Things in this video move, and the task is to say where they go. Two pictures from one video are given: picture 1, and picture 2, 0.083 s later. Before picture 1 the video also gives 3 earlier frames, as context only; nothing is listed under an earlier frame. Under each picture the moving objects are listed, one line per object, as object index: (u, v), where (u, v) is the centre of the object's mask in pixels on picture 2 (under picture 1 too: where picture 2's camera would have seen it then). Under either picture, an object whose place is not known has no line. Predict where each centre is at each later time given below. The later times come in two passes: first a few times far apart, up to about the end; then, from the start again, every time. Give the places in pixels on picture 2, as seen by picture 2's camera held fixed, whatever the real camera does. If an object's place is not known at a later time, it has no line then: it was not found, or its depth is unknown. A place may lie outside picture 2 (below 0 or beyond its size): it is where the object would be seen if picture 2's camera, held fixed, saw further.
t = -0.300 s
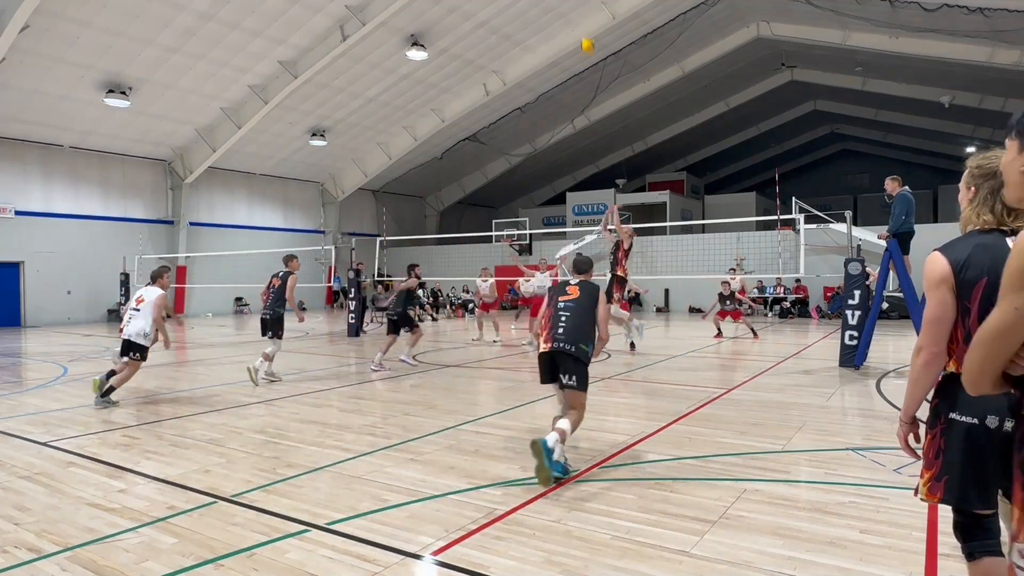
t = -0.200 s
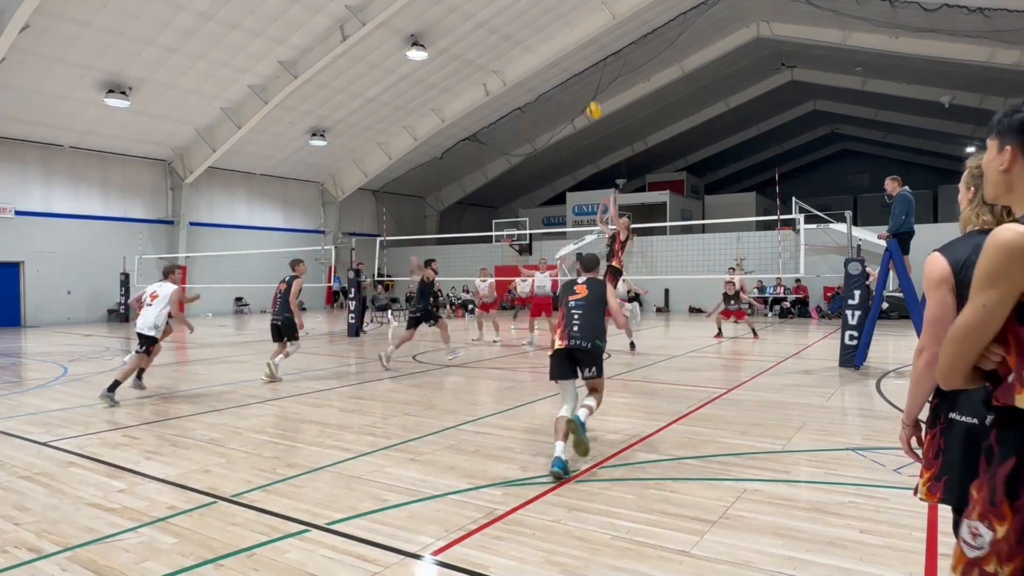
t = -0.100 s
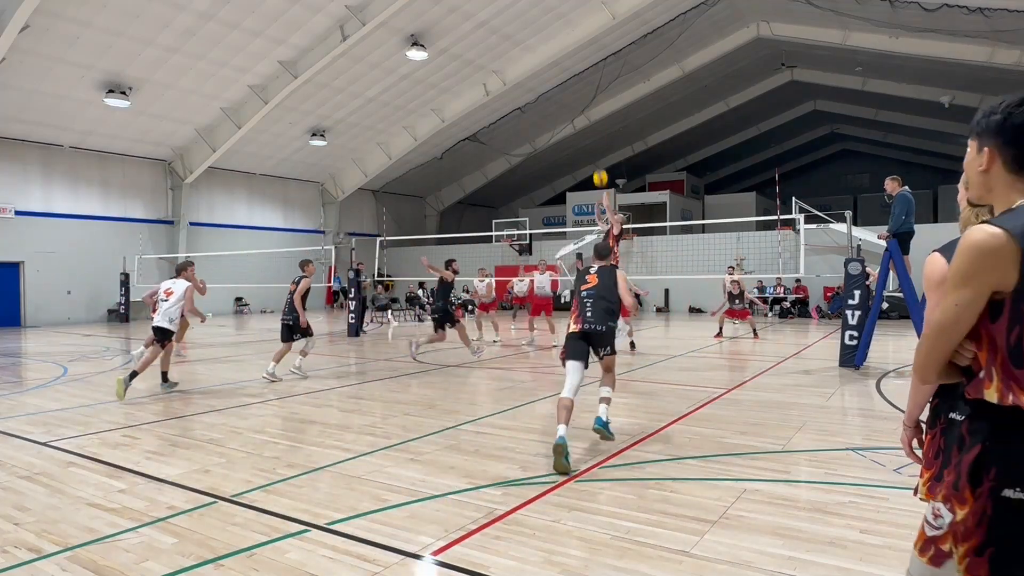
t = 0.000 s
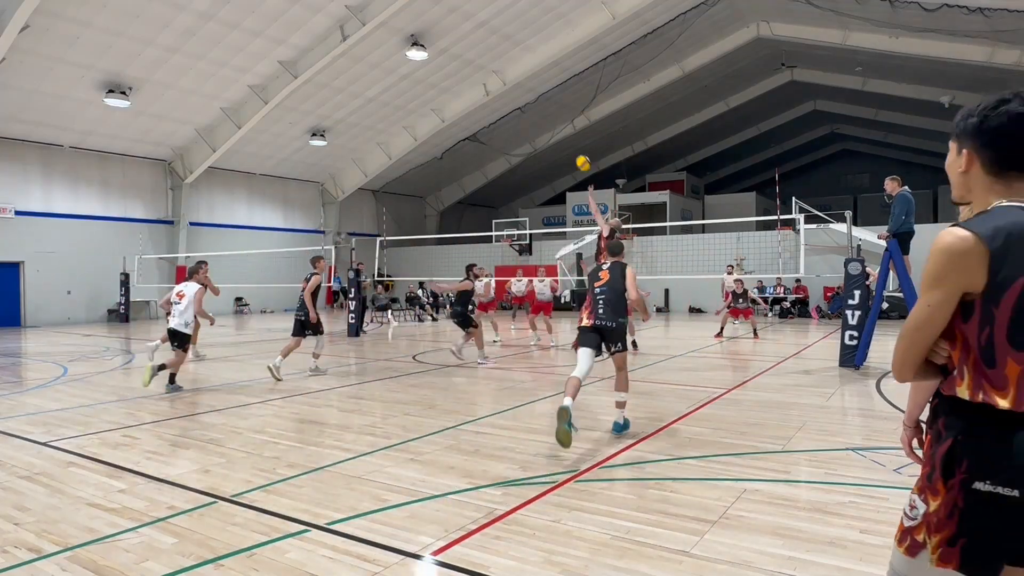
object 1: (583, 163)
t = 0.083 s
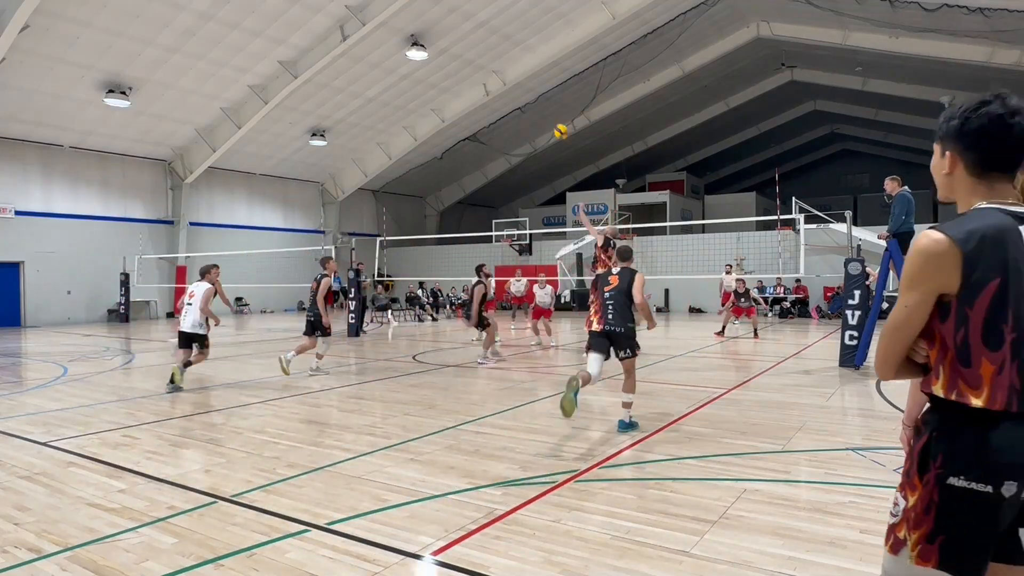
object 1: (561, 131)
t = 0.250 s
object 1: (520, 88)
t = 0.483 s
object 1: (468, 60)
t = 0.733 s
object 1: (420, 65)
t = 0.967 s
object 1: (381, 100)
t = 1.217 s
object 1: (345, 163)
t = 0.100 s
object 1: (556, 126)
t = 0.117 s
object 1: (552, 121)
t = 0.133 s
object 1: (548, 116)
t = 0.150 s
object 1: (544, 111)
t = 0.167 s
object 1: (540, 107)
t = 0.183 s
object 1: (536, 103)
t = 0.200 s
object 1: (532, 99)
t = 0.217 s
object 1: (528, 95)
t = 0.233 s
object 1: (523, 91)
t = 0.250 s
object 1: (520, 88)
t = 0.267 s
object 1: (516, 85)
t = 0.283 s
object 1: (511, 81)
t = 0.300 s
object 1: (507, 79)
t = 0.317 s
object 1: (504, 76)
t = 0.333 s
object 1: (500, 74)
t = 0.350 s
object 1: (497, 72)
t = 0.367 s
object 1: (493, 70)
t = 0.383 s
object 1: (490, 67)
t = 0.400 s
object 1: (486, 66)
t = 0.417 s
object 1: (482, 64)
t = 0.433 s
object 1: (479, 63)
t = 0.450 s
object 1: (475, 62)
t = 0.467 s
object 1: (472, 61)
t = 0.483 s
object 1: (468, 60)
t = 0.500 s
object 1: (465, 59)
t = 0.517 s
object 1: (462, 59)
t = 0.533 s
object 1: (458, 58)
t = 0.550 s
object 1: (455, 58)
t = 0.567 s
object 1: (451, 57)
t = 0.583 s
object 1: (448, 57)
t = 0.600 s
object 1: (445, 58)
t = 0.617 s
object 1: (441, 58)
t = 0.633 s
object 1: (438, 59)
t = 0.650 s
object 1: (436, 60)
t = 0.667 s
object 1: (433, 61)
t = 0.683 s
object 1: (430, 62)
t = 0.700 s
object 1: (427, 63)
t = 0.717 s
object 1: (424, 64)
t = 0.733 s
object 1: (420, 65)
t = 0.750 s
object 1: (417, 67)
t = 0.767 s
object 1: (415, 68)
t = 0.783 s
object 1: (411, 70)
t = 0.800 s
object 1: (409, 72)
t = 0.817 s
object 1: (406, 75)
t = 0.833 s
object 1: (403, 77)
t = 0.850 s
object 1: (400, 79)
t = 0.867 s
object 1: (397, 82)
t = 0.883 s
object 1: (394, 85)
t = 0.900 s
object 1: (391, 87)
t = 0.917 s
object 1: (389, 90)
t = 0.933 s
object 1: (386, 94)
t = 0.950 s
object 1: (383, 96)
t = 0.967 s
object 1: (381, 100)
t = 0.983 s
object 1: (378, 103)
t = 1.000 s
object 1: (376, 107)
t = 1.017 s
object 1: (373, 110)
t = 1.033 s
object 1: (370, 114)
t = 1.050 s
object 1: (368, 118)
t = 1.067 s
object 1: (365, 122)
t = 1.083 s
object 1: (363, 126)
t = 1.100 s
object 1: (361, 131)
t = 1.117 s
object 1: (359, 135)
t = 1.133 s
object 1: (356, 139)
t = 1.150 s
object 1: (354, 143)
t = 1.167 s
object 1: (352, 148)
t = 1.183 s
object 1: (350, 153)
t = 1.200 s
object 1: (347, 157)
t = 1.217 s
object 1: (345, 163)
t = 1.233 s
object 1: (343, 168)
